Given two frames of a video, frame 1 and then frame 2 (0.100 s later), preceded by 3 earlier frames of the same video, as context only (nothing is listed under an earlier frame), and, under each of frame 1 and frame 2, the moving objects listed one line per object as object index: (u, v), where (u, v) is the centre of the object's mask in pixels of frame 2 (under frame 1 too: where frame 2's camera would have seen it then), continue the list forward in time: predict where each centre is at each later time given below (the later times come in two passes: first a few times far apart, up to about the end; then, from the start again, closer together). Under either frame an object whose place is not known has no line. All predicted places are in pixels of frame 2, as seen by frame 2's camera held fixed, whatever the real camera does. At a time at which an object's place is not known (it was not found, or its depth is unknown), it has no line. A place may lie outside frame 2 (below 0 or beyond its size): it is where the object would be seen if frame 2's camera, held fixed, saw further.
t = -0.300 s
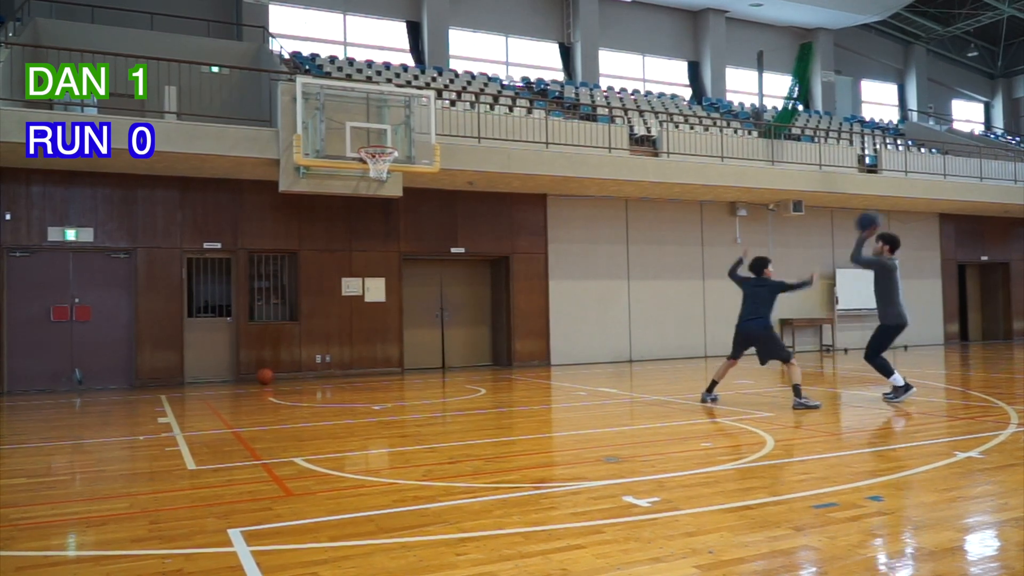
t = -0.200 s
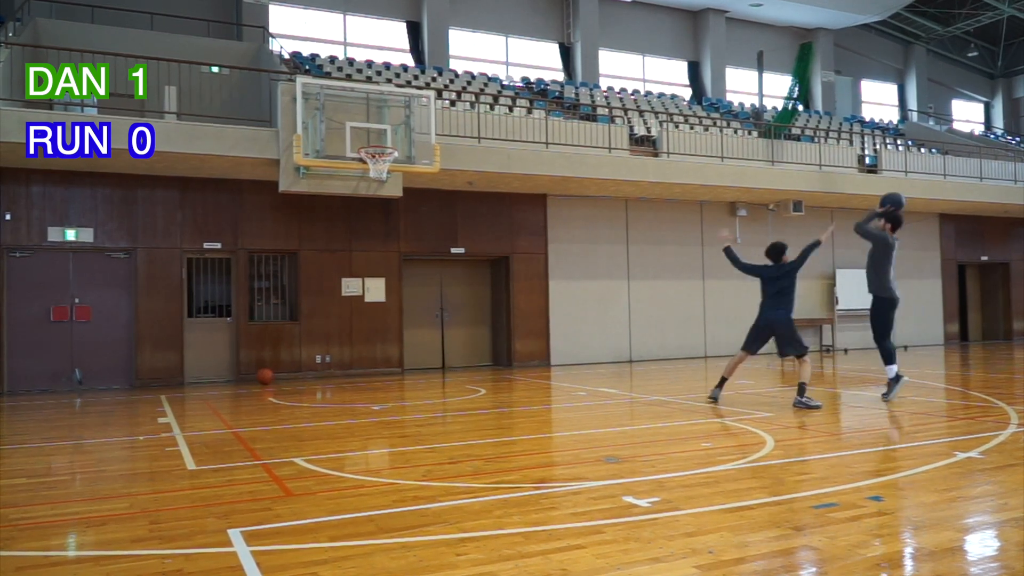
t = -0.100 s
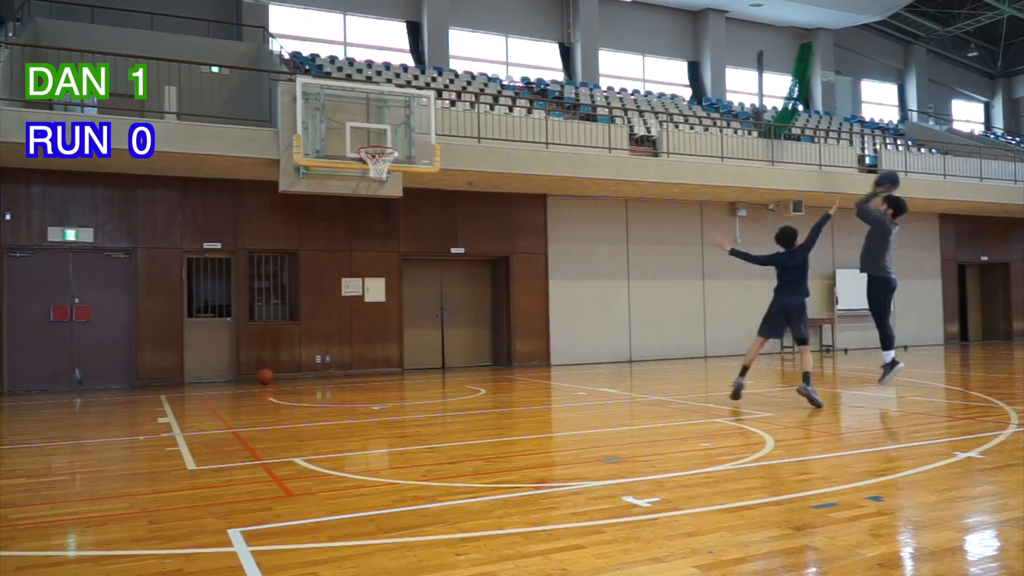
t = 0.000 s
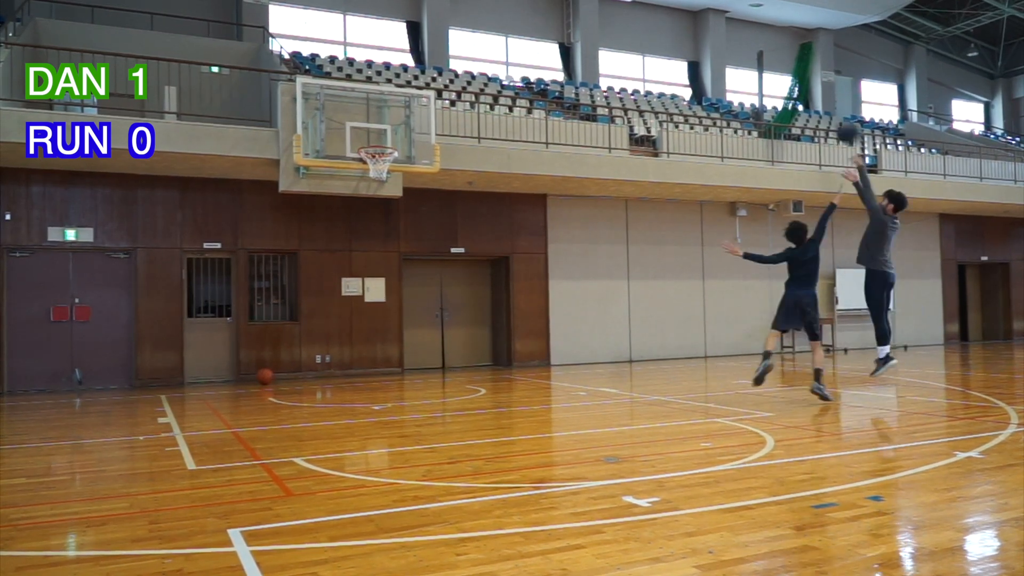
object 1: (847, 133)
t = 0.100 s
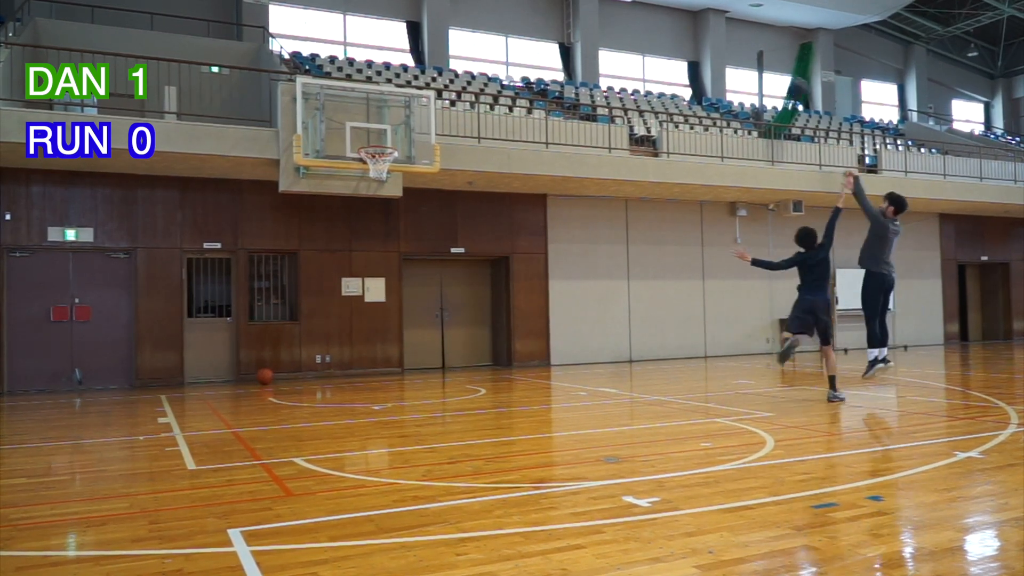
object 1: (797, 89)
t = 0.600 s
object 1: (566, 16)
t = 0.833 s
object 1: (476, 53)
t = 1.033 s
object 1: (405, 115)
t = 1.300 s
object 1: (362, 171)
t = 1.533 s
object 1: (357, 221)
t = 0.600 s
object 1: (566, 16)
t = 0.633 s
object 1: (553, 19)
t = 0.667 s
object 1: (540, 22)
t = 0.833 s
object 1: (476, 53)
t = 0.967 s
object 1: (429, 92)
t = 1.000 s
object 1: (417, 103)
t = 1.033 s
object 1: (405, 115)
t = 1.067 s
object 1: (395, 128)
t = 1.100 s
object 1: (384, 140)
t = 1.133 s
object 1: (369, 157)
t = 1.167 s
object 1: (366, 163)
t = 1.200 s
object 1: (365, 164)
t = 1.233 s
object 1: (364, 165)
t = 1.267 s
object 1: (363, 168)
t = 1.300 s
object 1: (362, 171)
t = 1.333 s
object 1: (362, 176)
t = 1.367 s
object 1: (361, 181)
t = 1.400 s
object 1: (360, 188)
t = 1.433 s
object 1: (359, 193)
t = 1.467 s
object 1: (359, 202)
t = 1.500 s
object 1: (358, 210)
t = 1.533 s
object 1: (357, 221)
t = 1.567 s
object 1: (357, 231)
